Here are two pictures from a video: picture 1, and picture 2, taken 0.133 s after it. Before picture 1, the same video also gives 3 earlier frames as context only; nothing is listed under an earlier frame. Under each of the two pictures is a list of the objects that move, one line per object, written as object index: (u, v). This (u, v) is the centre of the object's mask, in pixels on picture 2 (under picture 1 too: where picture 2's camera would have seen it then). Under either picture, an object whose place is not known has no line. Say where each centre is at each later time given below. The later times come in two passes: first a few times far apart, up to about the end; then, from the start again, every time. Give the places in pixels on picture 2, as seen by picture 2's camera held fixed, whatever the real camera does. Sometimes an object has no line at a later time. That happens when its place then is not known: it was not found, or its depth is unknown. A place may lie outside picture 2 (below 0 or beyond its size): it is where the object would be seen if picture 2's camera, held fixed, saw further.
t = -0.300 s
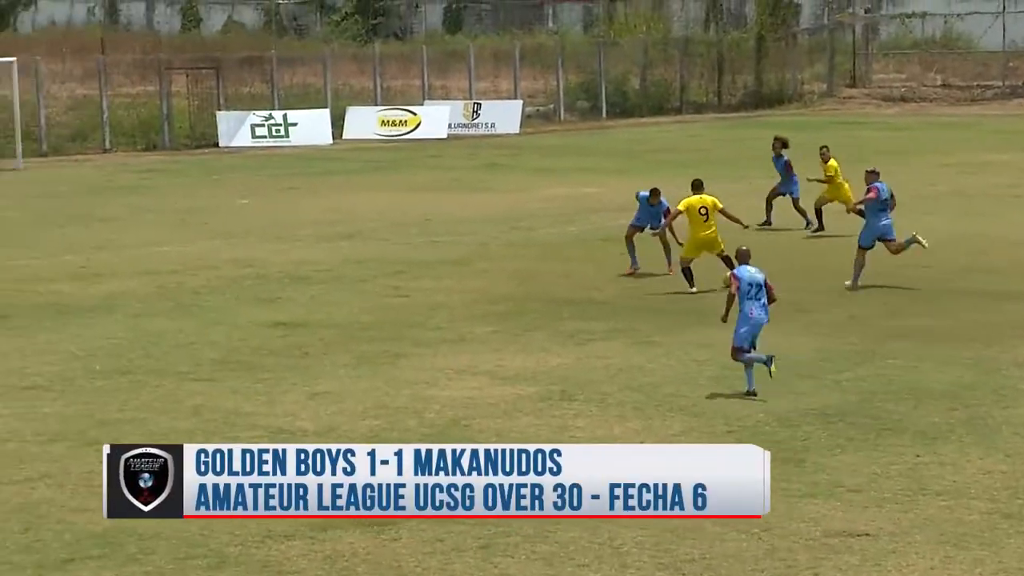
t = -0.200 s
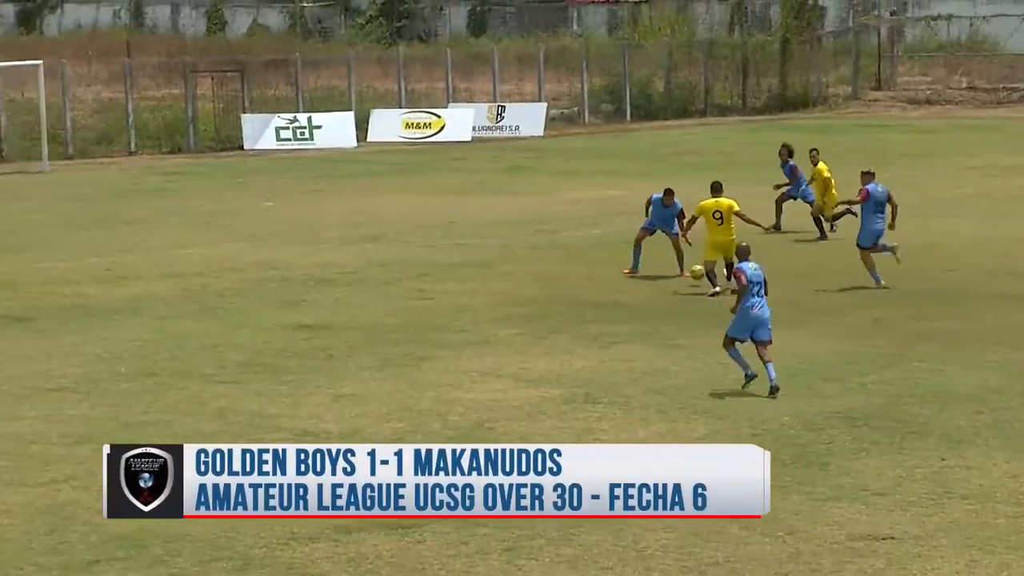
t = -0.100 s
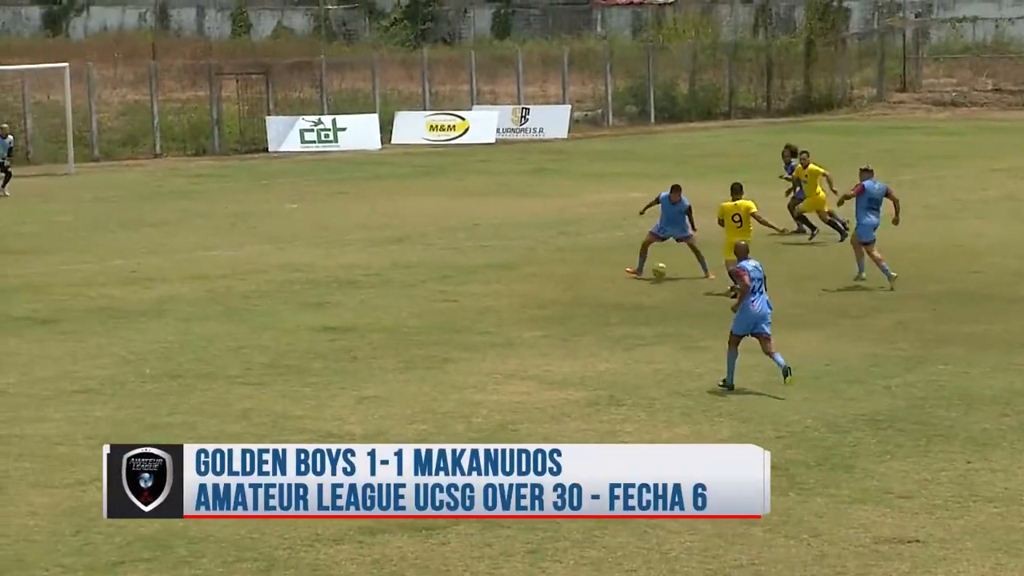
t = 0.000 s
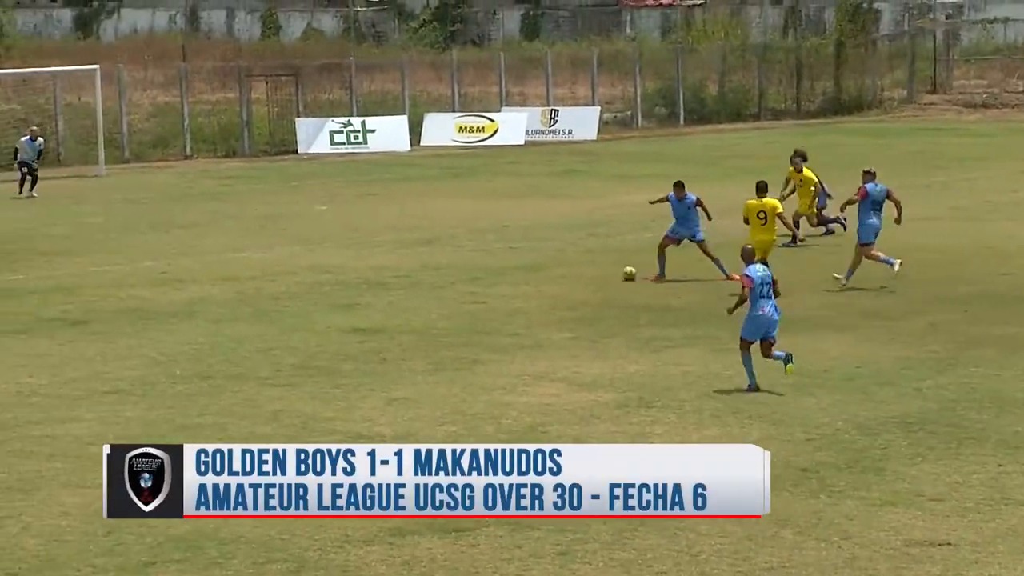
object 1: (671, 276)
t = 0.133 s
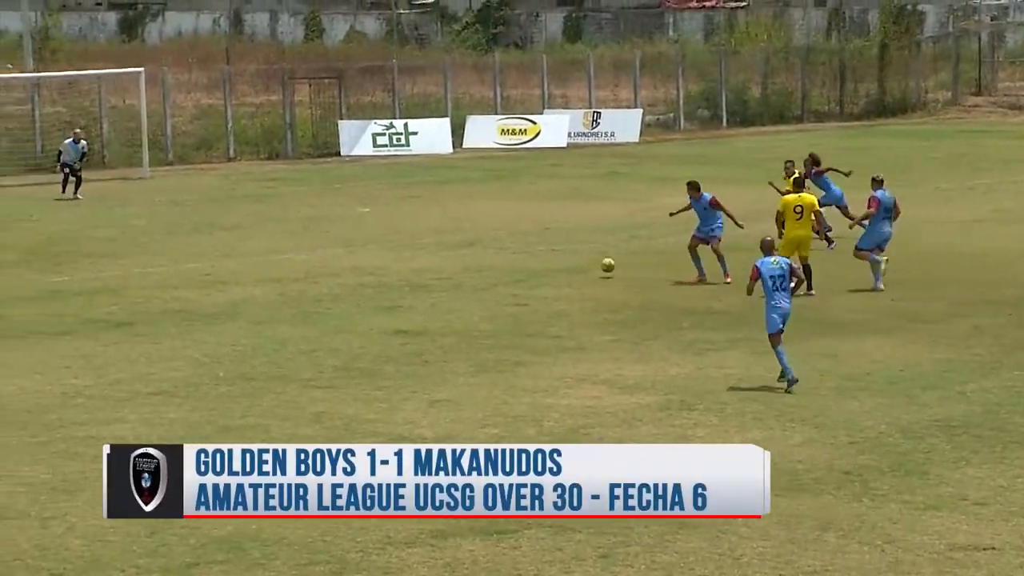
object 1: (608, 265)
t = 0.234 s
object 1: (562, 264)
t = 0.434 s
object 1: (488, 260)
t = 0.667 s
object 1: (417, 259)
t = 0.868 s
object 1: (363, 254)
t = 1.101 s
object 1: (303, 253)
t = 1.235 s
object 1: (271, 247)
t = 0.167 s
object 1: (592, 264)
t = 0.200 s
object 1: (577, 264)
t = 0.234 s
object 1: (562, 264)
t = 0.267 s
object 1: (548, 266)
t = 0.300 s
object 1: (535, 265)
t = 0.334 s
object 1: (523, 262)
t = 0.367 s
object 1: (511, 261)
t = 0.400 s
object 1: (499, 260)
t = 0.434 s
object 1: (488, 260)
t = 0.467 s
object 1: (476, 262)
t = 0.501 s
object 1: (466, 261)
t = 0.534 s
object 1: (456, 259)
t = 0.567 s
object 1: (446, 258)
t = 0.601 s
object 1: (436, 258)
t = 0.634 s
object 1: (426, 258)
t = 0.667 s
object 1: (417, 259)
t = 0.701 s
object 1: (407, 256)
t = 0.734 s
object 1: (399, 254)
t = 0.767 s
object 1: (389, 253)
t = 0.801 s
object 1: (380, 252)
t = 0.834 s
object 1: (372, 252)
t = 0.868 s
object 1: (363, 254)
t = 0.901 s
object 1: (354, 255)
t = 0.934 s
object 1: (346, 253)
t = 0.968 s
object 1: (337, 251)
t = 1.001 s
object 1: (328, 251)
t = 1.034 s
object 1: (320, 250)
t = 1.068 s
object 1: (312, 251)
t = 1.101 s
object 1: (303, 253)
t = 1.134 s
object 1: (295, 250)
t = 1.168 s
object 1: (287, 249)
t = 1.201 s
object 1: (279, 248)
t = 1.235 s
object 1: (271, 247)
